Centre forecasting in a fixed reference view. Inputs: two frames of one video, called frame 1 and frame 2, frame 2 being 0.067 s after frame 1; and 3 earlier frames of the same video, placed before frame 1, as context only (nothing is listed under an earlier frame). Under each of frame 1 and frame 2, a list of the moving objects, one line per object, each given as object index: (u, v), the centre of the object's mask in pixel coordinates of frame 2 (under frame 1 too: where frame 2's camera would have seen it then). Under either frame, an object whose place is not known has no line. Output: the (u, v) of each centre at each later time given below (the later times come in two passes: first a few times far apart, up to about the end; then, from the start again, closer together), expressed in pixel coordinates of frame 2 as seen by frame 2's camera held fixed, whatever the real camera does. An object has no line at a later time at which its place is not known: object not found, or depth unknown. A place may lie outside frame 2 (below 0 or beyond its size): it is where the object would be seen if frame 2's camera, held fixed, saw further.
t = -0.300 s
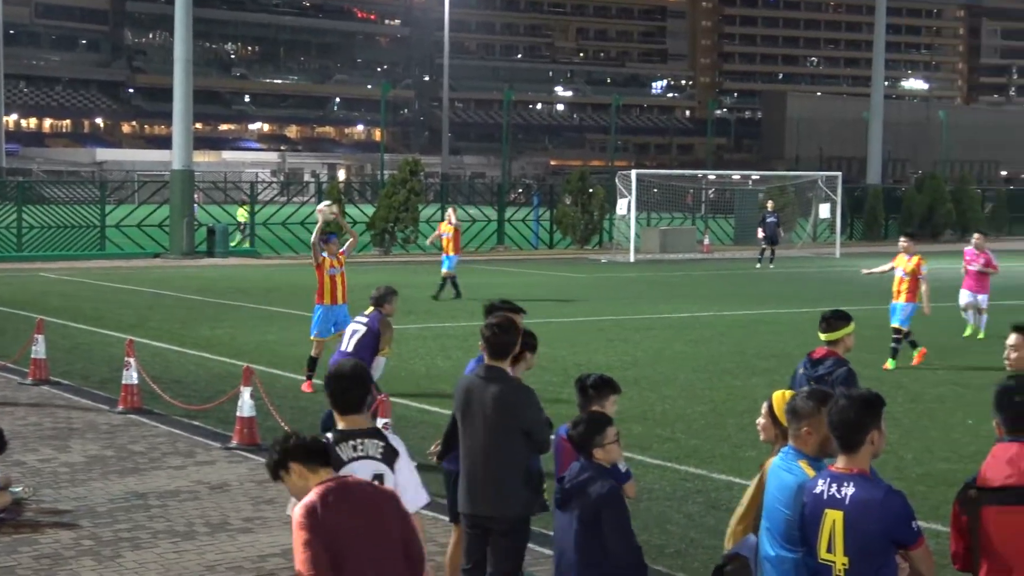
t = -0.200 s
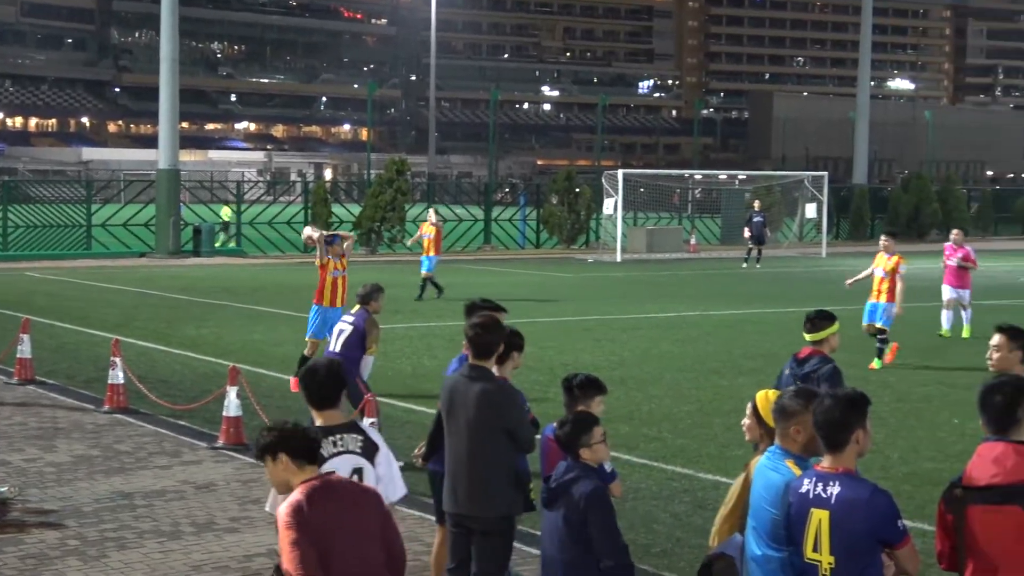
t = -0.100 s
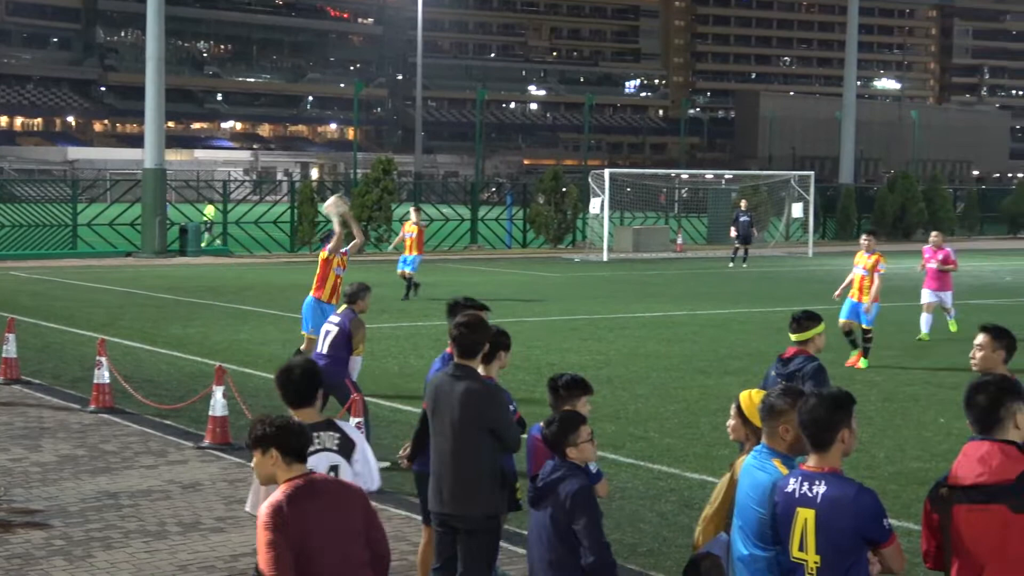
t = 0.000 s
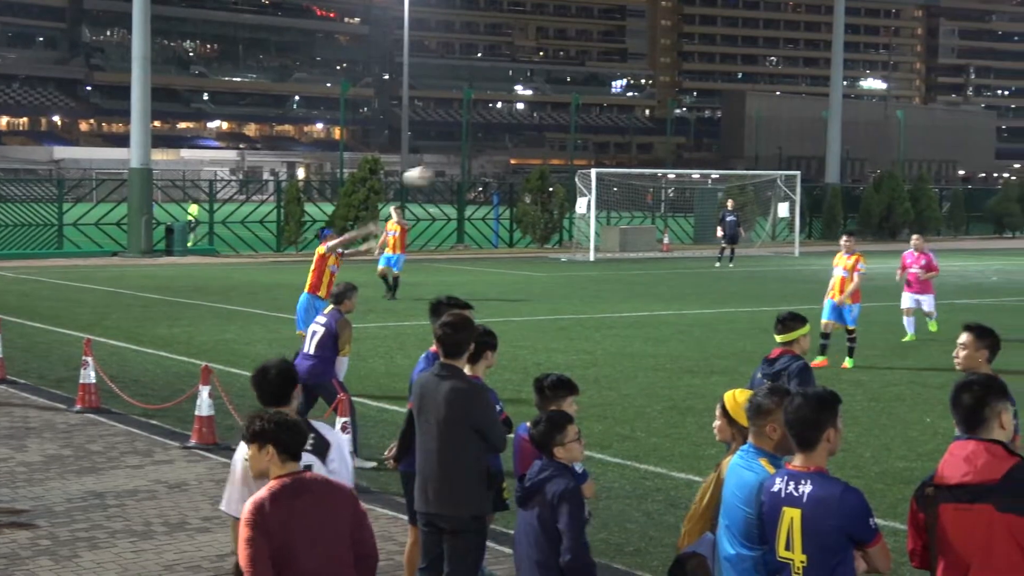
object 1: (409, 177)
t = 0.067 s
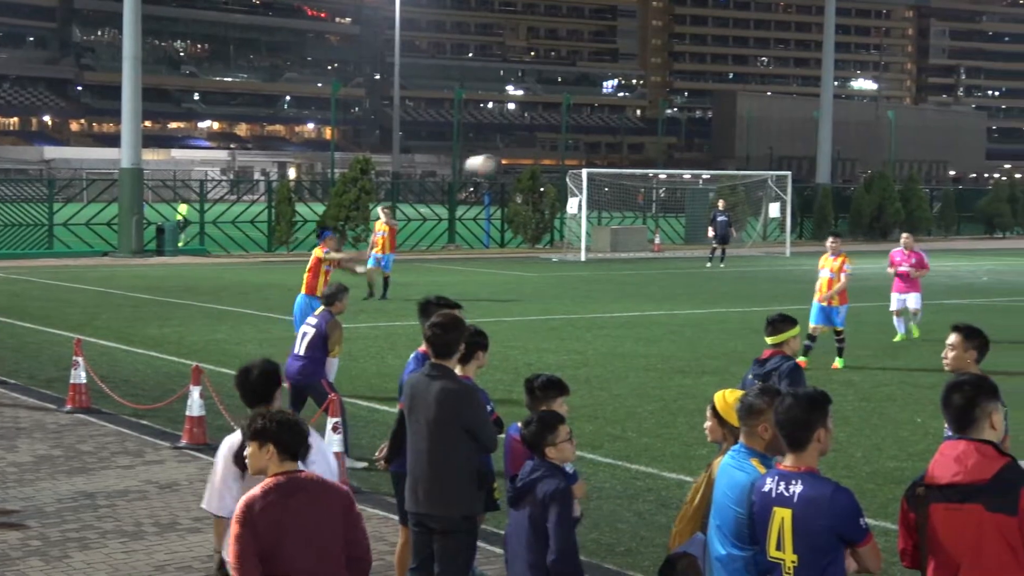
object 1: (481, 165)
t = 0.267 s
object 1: (706, 154)
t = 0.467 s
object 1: (950, 180)
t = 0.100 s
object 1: (517, 161)
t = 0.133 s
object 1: (554, 156)
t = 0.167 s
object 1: (591, 155)
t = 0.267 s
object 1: (706, 154)
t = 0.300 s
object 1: (745, 156)
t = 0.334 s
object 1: (785, 158)
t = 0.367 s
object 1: (824, 163)
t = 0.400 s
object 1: (867, 168)
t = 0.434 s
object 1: (909, 174)
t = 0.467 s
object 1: (950, 180)
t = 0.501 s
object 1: (996, 189)
